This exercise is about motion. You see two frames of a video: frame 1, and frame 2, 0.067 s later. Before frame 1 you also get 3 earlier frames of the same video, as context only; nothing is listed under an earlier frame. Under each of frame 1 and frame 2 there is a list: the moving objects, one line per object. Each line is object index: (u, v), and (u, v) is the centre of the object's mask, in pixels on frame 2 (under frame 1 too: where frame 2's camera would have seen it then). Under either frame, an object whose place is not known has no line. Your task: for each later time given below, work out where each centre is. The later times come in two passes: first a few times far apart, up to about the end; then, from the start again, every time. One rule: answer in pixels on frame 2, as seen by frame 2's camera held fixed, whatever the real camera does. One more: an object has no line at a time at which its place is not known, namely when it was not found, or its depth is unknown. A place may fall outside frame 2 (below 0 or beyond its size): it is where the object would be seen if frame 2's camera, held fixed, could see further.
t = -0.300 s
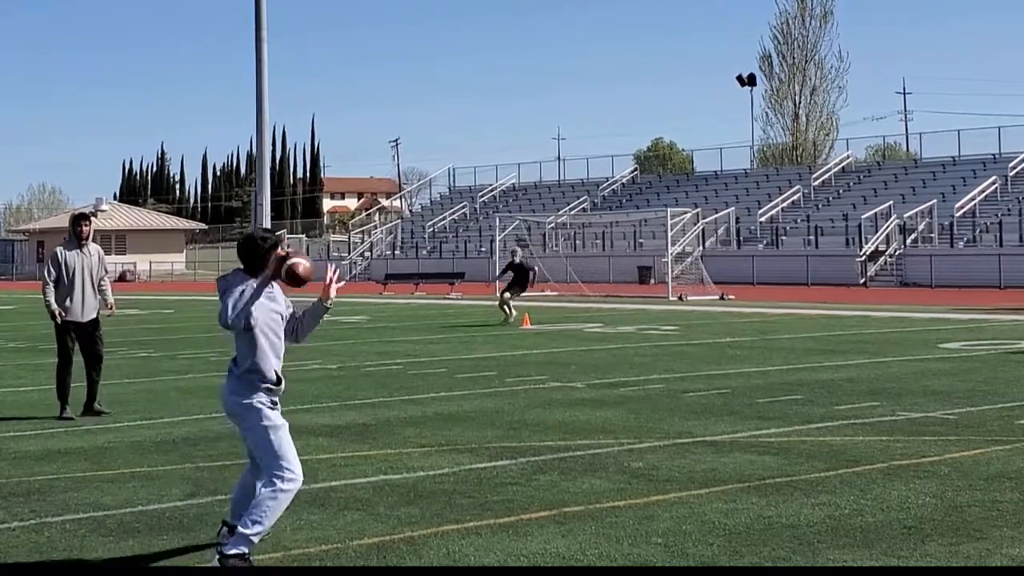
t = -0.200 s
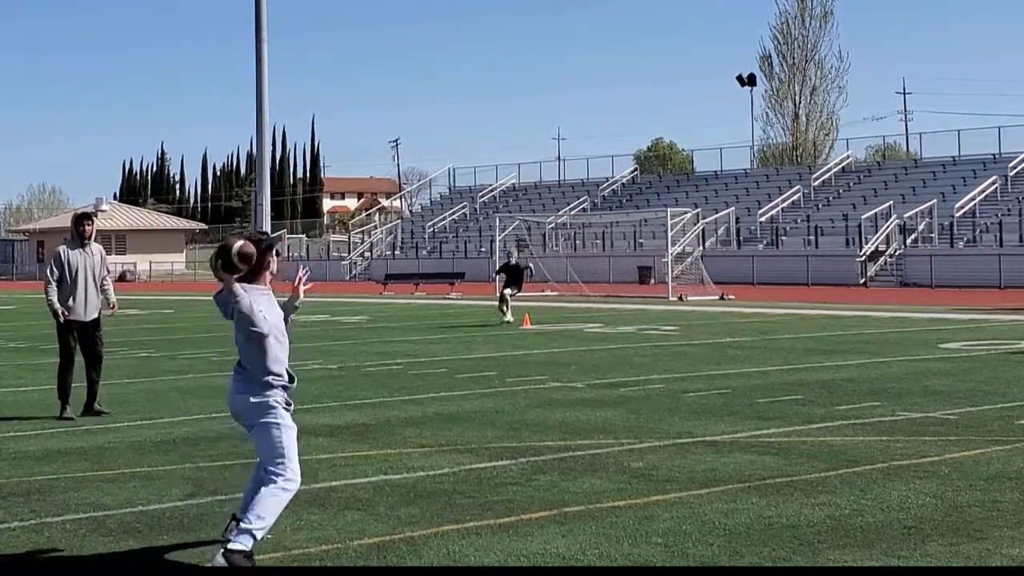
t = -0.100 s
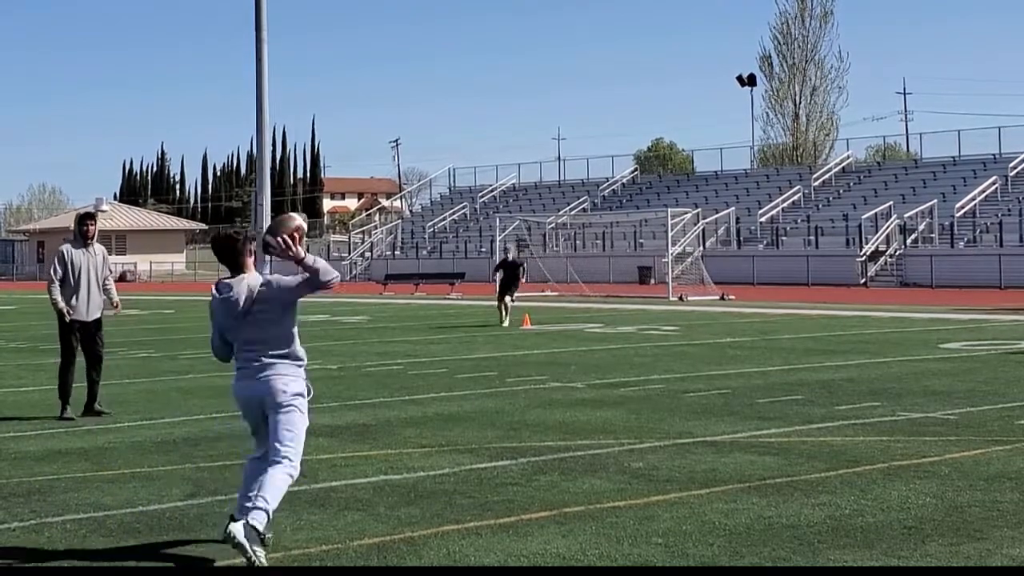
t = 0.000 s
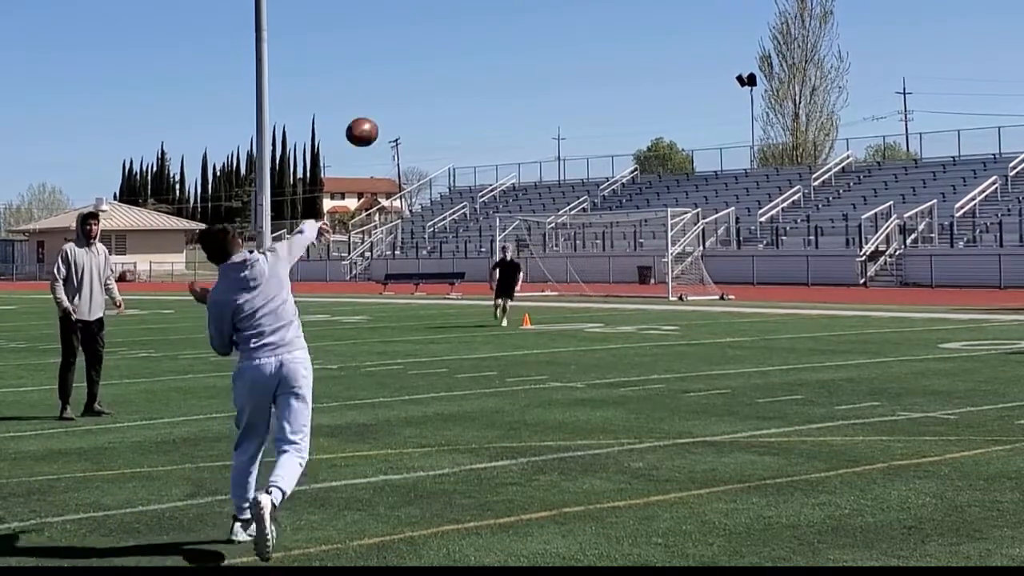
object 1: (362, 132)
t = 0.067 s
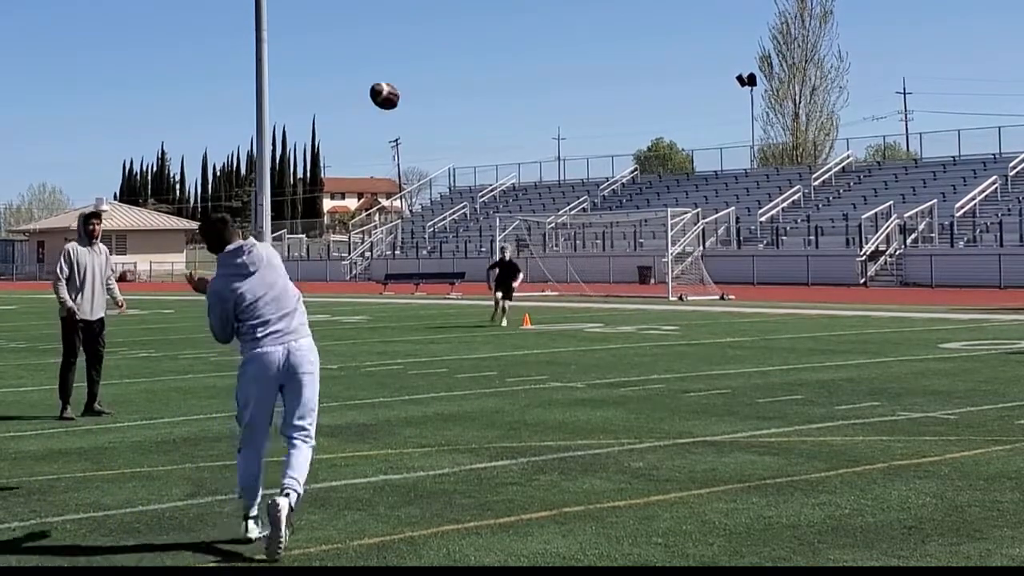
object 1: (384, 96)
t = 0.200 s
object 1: (423, 59)
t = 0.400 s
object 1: (467, 58)
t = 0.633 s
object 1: (506, 98)
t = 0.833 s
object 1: (531, 150)
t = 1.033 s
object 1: (549, 215)
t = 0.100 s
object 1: (395, 82)
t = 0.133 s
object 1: (406, 73)
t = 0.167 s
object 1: (414, 65)
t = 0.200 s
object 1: (423, 59)
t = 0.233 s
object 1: (432, 56)
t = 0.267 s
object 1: (440, 54)
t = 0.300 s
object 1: (447, 53)
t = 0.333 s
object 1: (454, 53)
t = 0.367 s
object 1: (461, 55)
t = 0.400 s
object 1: (467, 58)
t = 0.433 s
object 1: (473, 61)
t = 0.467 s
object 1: (480, 65)
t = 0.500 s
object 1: (485, 71)
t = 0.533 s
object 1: (490, 77)
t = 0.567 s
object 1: (496, 83)
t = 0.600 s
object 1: (501, 90)
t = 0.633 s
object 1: (506, 98)
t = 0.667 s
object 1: (510, 105)
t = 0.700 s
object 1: (515, 114)
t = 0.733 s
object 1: (519, 122)
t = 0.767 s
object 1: (523, 132)
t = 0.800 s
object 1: (527, 141)
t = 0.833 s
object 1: (531, 150)
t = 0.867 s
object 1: (534, 161)
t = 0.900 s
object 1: (537, 171)
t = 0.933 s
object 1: (540, 181)
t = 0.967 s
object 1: (543, 192)
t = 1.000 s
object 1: (546, 204)
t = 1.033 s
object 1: (549, 215)
